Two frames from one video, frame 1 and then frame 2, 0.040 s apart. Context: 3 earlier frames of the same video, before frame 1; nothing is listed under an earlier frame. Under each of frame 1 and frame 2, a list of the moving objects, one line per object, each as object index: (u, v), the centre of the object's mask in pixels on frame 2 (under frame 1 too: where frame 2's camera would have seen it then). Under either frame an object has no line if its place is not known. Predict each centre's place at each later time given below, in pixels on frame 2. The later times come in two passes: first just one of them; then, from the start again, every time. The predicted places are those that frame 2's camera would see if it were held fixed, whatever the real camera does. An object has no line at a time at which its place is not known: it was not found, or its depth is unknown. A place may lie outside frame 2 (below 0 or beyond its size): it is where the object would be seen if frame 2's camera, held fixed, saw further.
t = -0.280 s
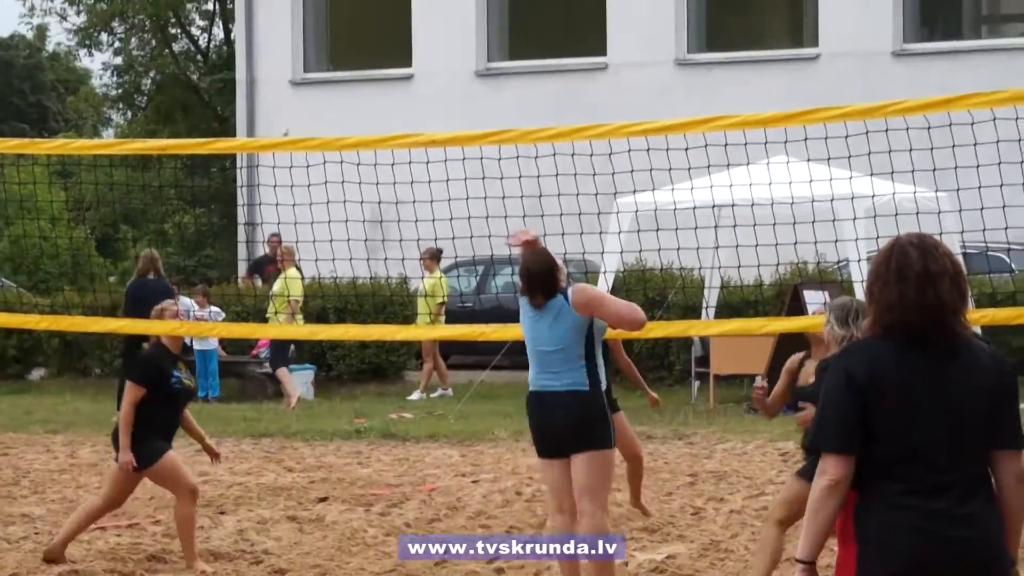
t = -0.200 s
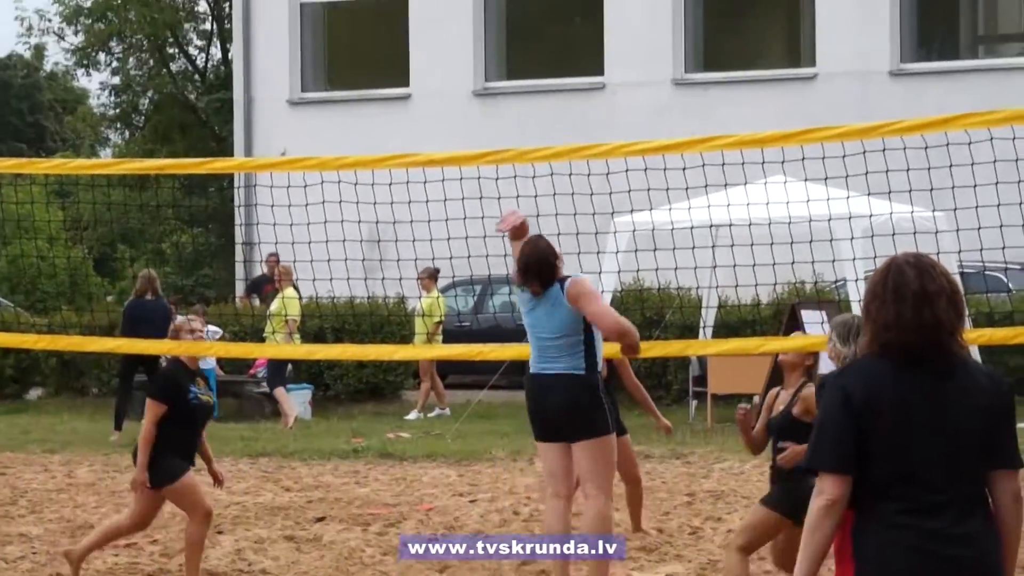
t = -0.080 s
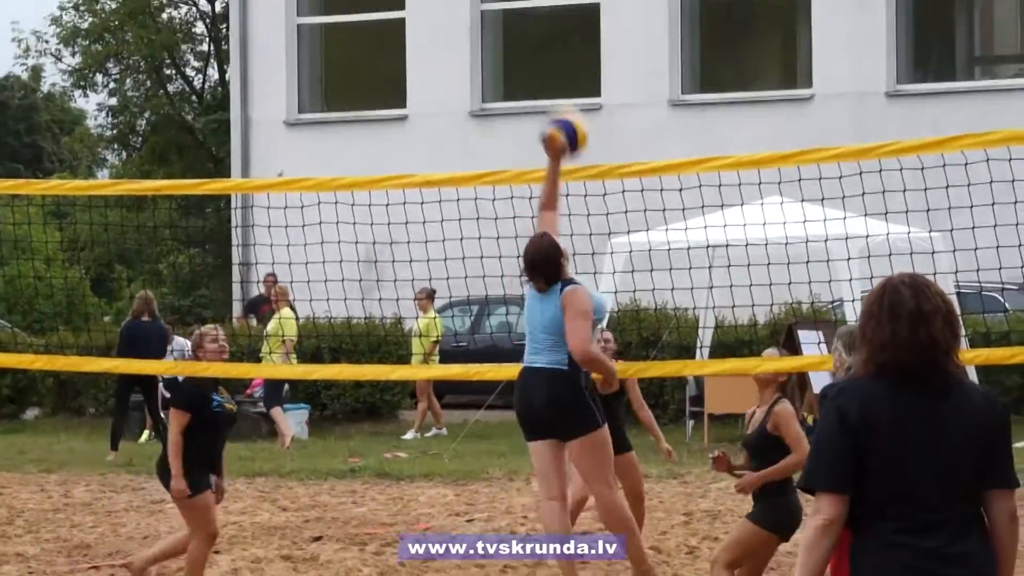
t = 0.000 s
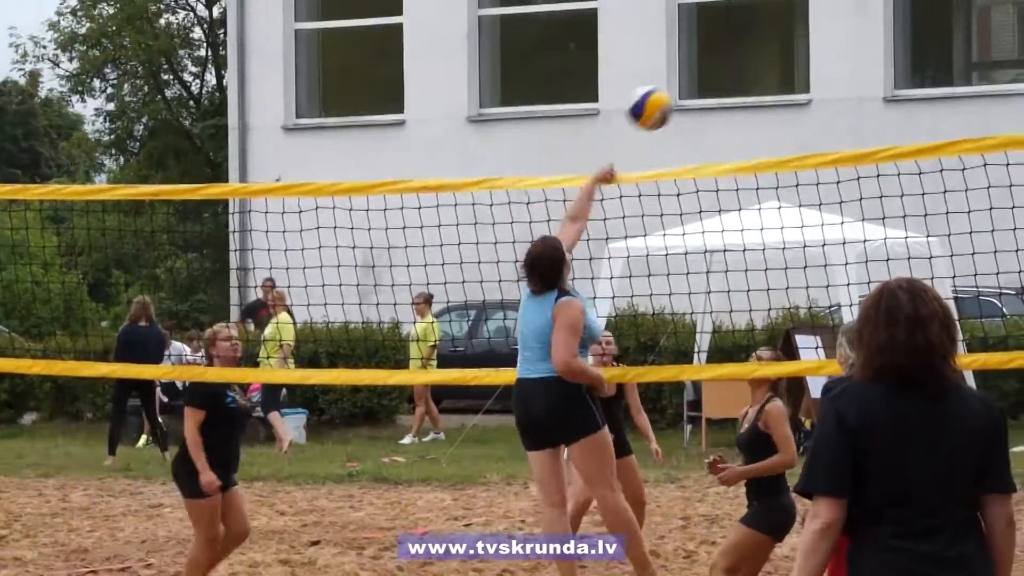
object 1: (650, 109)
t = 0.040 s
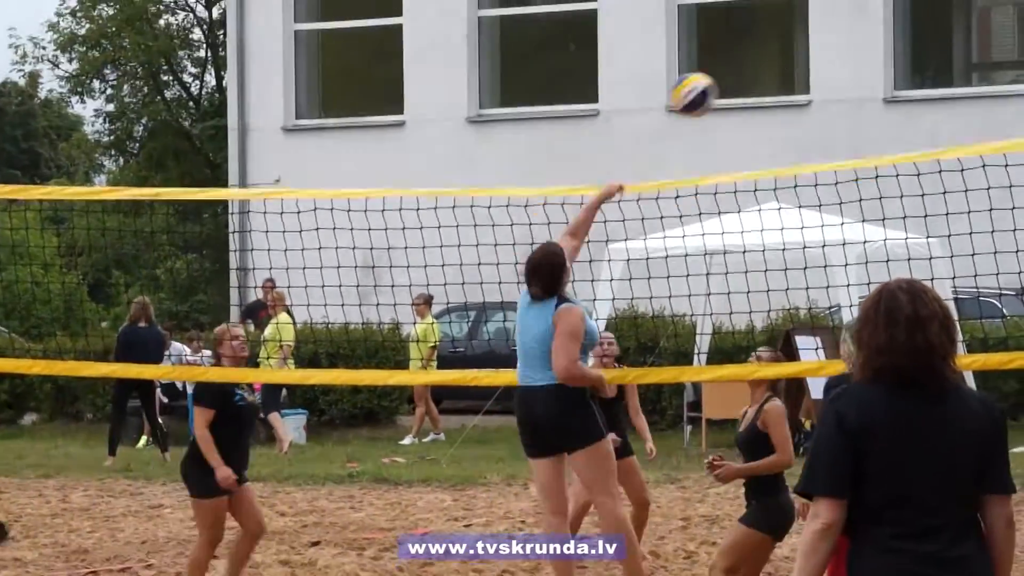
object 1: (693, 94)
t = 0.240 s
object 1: (884, 79)
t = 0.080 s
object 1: (734, 84)
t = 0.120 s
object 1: (774, 78)
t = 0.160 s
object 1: (809, 76)
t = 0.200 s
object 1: (849, 76)
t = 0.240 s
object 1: (884, 79)
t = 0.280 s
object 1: (919, 85)
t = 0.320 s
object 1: (952, 94)
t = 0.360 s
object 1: (985, 106)
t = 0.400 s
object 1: (1010, 116)
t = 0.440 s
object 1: (1042, 123)
